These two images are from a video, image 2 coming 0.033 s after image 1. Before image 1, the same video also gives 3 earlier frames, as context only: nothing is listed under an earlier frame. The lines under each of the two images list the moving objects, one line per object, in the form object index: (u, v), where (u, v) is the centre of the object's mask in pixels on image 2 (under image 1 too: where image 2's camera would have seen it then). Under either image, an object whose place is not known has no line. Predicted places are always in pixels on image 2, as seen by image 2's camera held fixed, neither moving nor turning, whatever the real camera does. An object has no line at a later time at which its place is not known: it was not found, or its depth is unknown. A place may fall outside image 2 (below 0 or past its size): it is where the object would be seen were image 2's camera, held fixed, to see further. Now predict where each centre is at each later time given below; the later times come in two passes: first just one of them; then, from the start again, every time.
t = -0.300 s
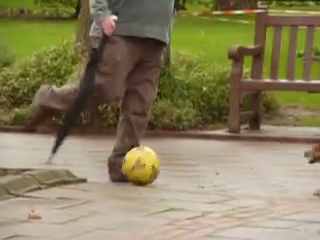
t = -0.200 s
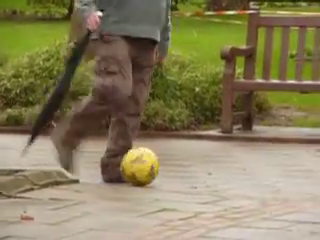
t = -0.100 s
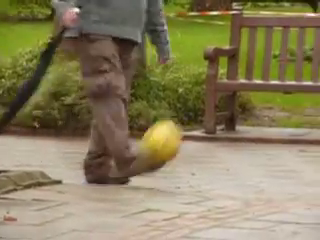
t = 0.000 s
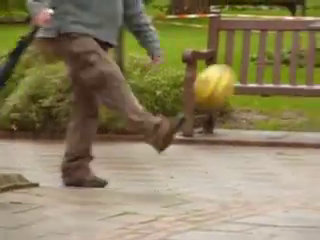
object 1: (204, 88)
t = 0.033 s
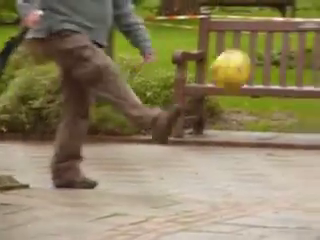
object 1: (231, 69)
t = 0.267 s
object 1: (408, 6)
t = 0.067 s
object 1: (256, 54)
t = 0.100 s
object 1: (280, 42)
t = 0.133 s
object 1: (308, 31)
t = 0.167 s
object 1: (331, 23)
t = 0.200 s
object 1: (358, 15)
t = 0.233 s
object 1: (383, 10)
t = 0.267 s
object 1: (408, 6)
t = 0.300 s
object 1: (434, 4)
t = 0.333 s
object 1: (461, 4)
